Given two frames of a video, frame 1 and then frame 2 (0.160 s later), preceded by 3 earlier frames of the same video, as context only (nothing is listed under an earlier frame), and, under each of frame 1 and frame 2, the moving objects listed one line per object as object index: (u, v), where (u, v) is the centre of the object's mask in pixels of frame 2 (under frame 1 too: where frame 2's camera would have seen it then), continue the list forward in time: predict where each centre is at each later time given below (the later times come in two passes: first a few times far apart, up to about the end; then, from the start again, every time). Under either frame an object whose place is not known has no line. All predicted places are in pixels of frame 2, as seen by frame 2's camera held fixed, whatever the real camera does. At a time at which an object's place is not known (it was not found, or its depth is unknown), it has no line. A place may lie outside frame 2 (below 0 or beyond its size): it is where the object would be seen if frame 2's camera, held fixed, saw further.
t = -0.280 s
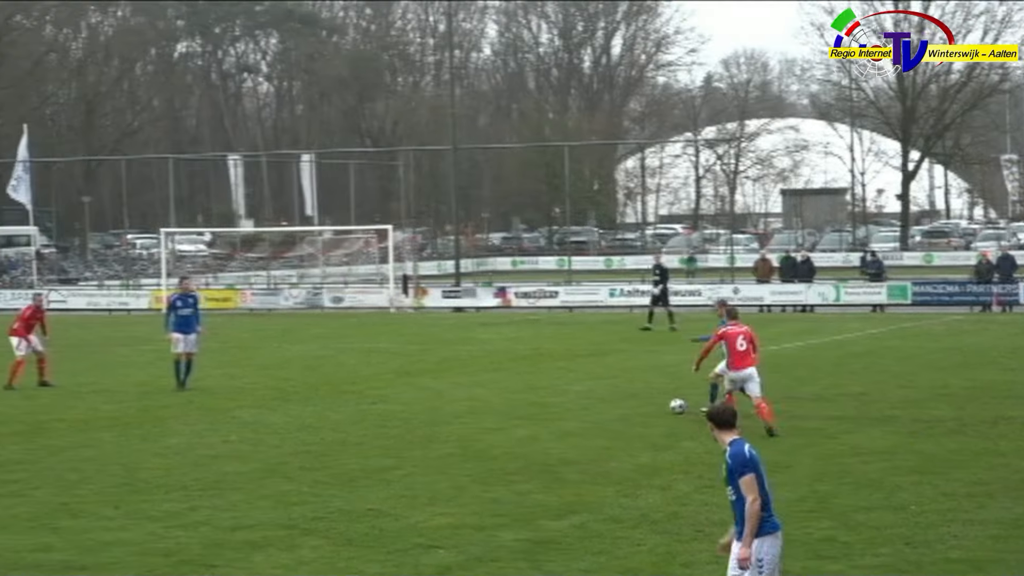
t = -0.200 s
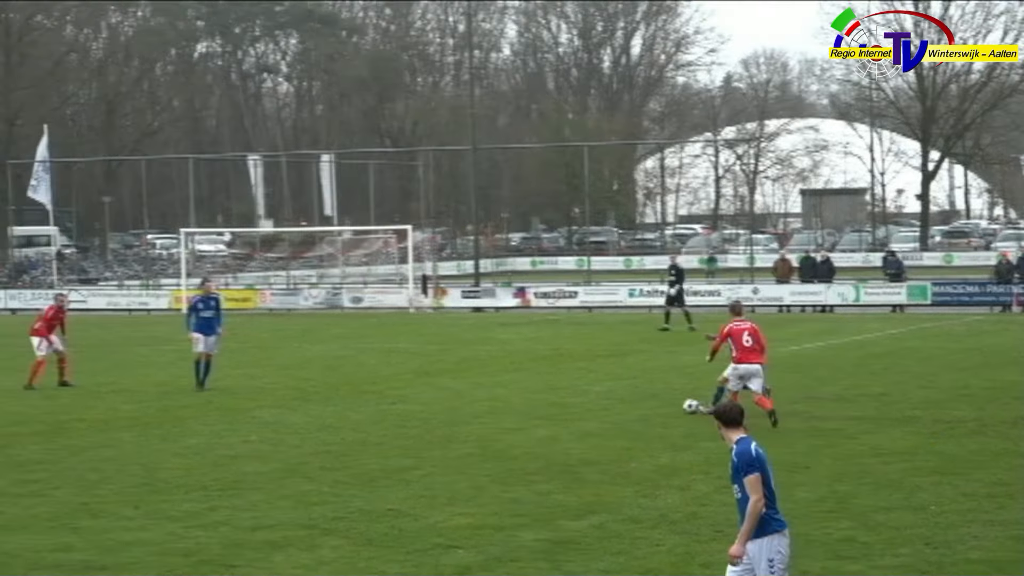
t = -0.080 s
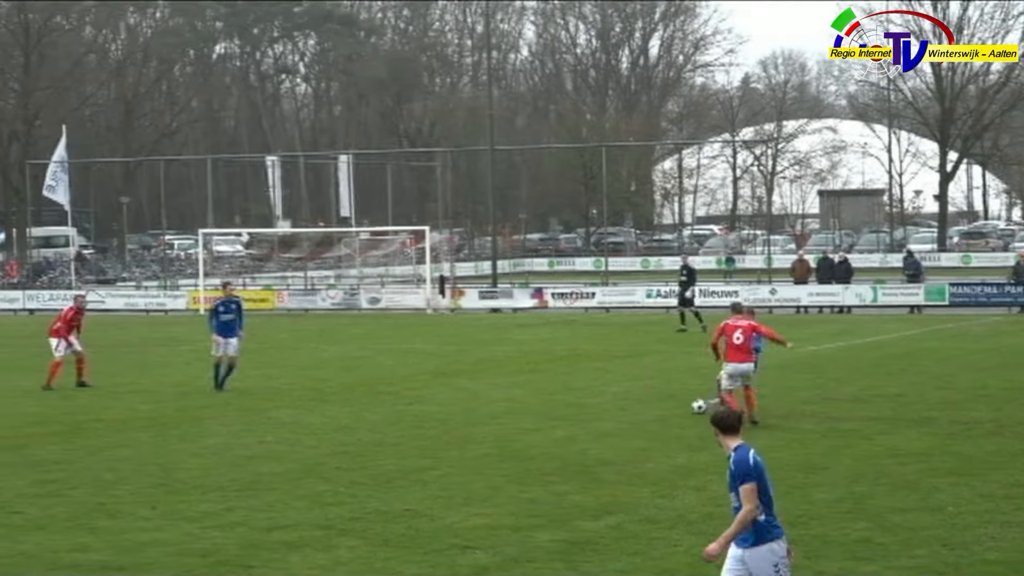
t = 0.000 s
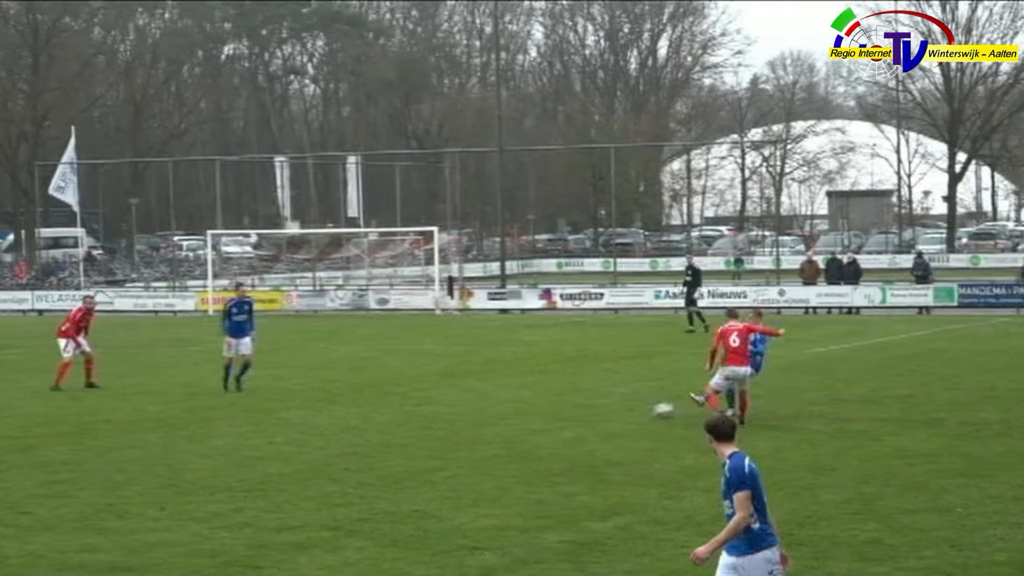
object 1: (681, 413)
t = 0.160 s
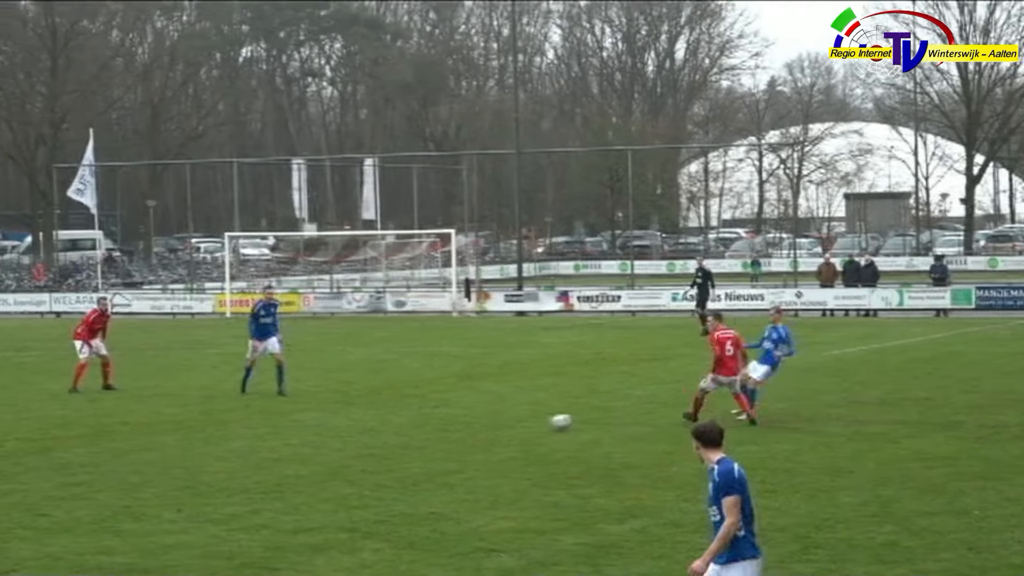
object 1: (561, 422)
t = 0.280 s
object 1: (472, 429)
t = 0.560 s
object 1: (271, 445)
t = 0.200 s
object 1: (530, 425)
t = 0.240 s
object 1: (501, 427)
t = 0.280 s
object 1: (472, 429)
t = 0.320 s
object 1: (443, 431)
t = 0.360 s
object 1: (413, 434)
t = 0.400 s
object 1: (384, 435)
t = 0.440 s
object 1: (357, 437)
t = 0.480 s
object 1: (327, 440)
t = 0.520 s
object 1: (299, 445)
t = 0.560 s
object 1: (271, 445)
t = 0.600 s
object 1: (244, 446)
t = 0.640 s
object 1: (216, 449)
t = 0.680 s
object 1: (189, 452)
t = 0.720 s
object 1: (162, 454)
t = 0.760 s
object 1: (136, 453)
